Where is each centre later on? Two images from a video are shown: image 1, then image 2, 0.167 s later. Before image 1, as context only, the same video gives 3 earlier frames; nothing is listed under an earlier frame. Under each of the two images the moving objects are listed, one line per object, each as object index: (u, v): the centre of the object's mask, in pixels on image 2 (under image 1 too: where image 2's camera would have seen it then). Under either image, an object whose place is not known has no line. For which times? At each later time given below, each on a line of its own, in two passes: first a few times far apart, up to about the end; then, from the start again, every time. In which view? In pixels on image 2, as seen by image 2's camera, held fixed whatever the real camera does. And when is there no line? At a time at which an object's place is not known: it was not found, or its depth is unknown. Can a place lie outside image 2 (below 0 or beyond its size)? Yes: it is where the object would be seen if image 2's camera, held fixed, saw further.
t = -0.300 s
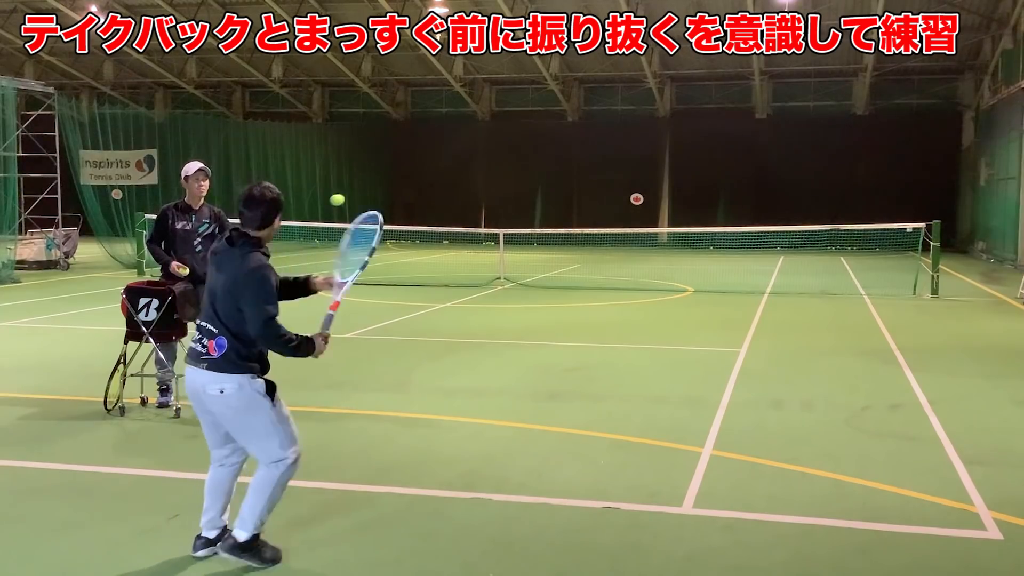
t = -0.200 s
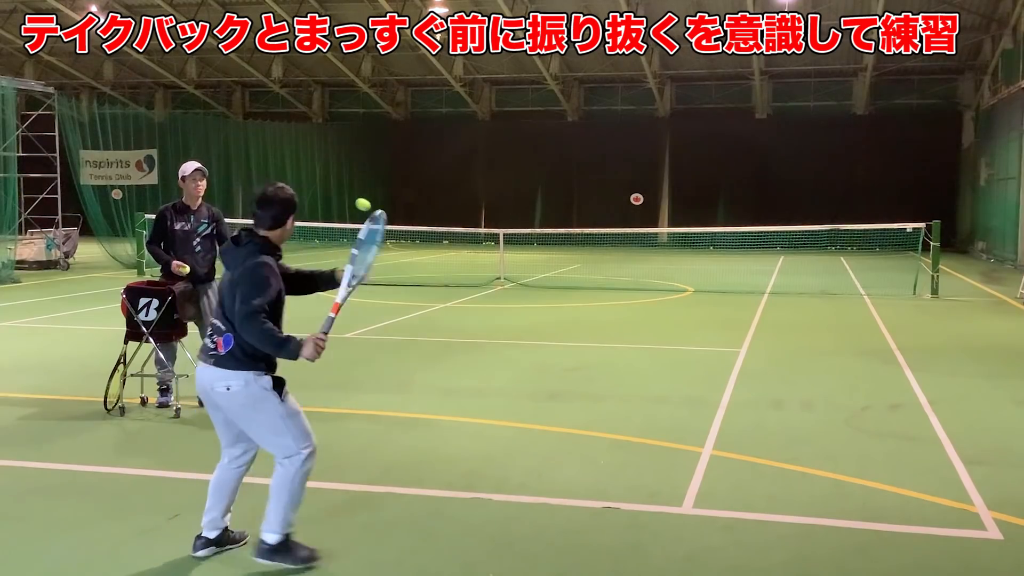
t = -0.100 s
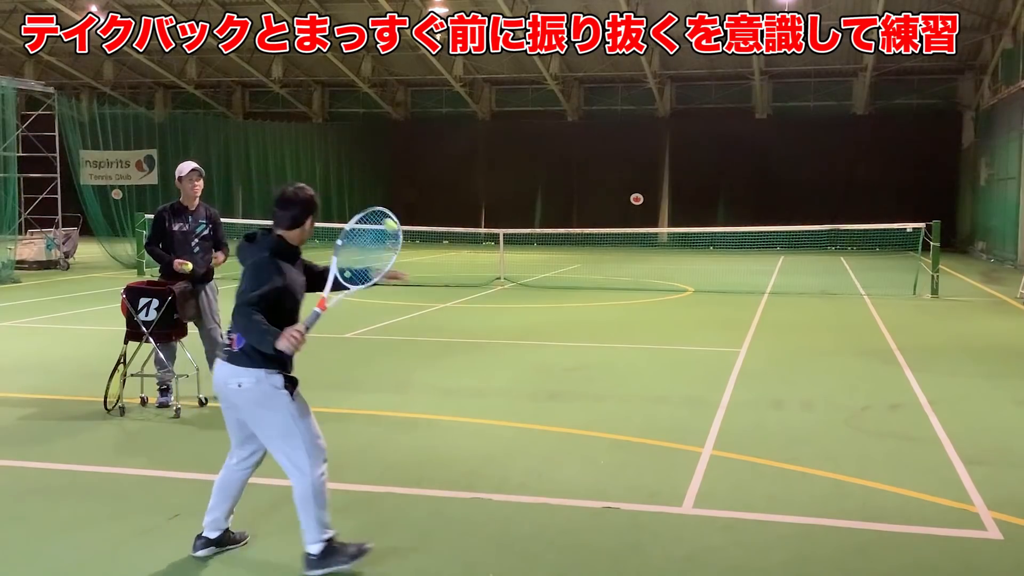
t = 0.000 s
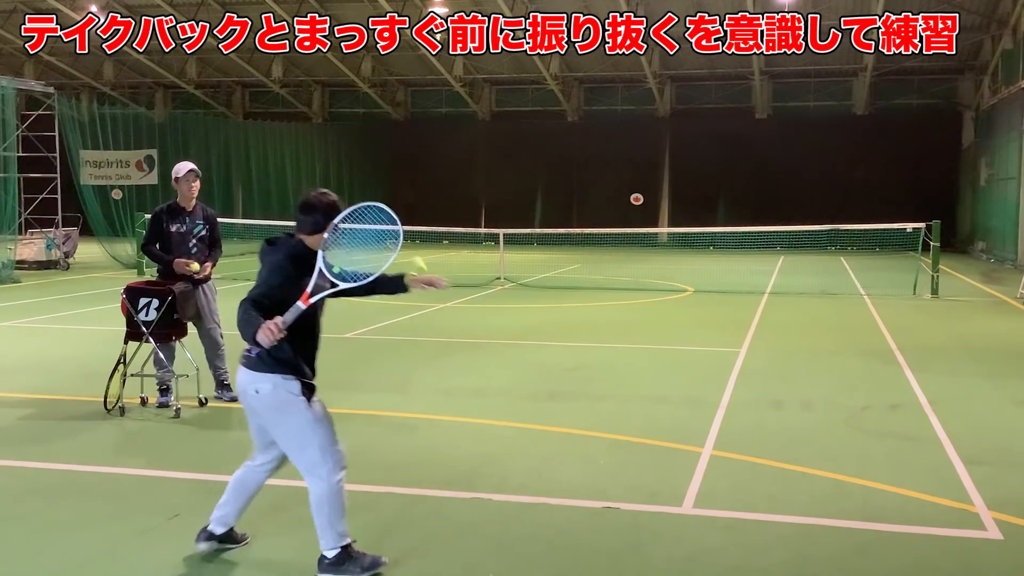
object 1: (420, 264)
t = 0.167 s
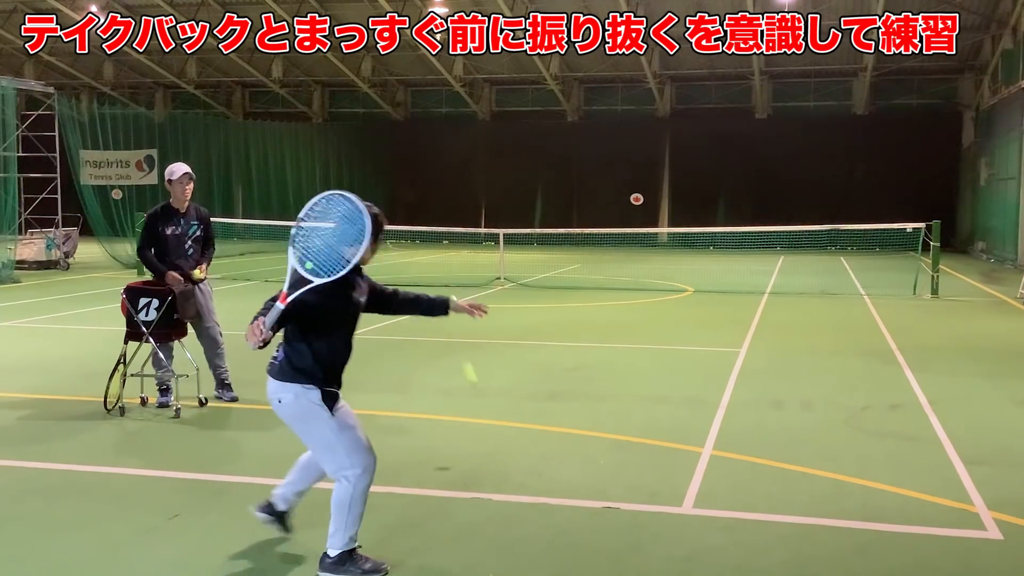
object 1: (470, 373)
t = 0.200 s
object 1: (480, 402)
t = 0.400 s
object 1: (529, 388)
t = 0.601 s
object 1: (576, 334)
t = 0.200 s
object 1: (480, 402)
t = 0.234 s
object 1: (491, 434)
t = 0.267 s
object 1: (500, 462)
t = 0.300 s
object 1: (507, 440)
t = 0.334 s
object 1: (515, 420)
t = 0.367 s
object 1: (522, 403)
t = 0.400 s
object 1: (529, 388)
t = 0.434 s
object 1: (537, 375)
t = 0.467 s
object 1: (545, 363)
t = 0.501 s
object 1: (552, 353)
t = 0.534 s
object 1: (560, 345)
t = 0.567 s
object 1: (568, 338)
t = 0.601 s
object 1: (576, 334)
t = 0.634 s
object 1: (584, 332)
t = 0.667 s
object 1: (592, 332)
